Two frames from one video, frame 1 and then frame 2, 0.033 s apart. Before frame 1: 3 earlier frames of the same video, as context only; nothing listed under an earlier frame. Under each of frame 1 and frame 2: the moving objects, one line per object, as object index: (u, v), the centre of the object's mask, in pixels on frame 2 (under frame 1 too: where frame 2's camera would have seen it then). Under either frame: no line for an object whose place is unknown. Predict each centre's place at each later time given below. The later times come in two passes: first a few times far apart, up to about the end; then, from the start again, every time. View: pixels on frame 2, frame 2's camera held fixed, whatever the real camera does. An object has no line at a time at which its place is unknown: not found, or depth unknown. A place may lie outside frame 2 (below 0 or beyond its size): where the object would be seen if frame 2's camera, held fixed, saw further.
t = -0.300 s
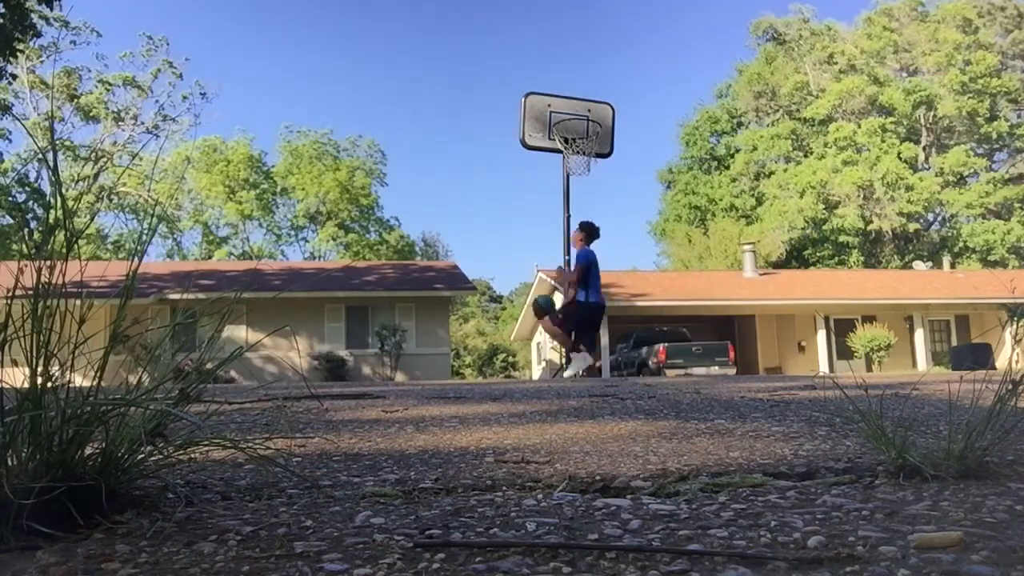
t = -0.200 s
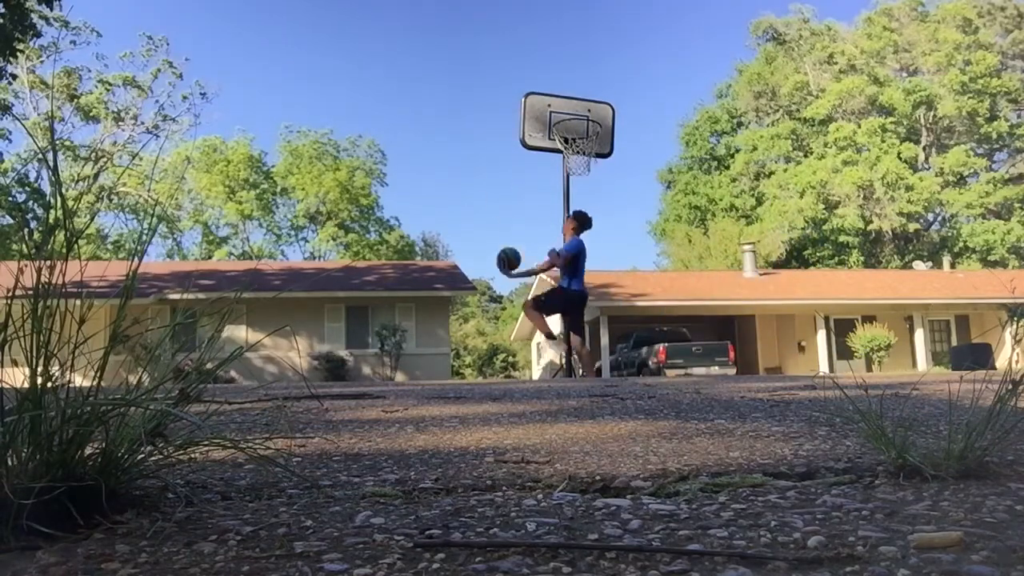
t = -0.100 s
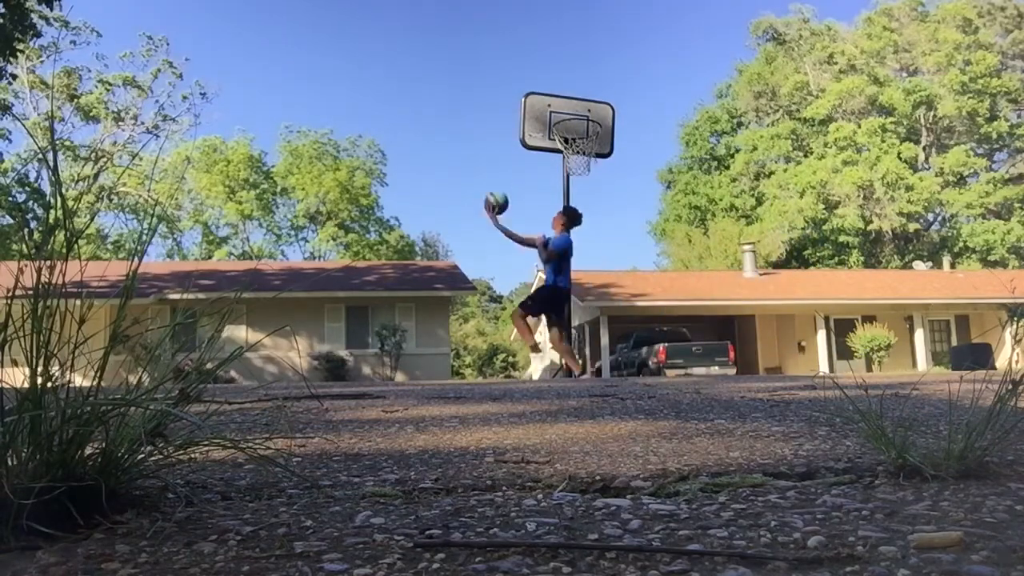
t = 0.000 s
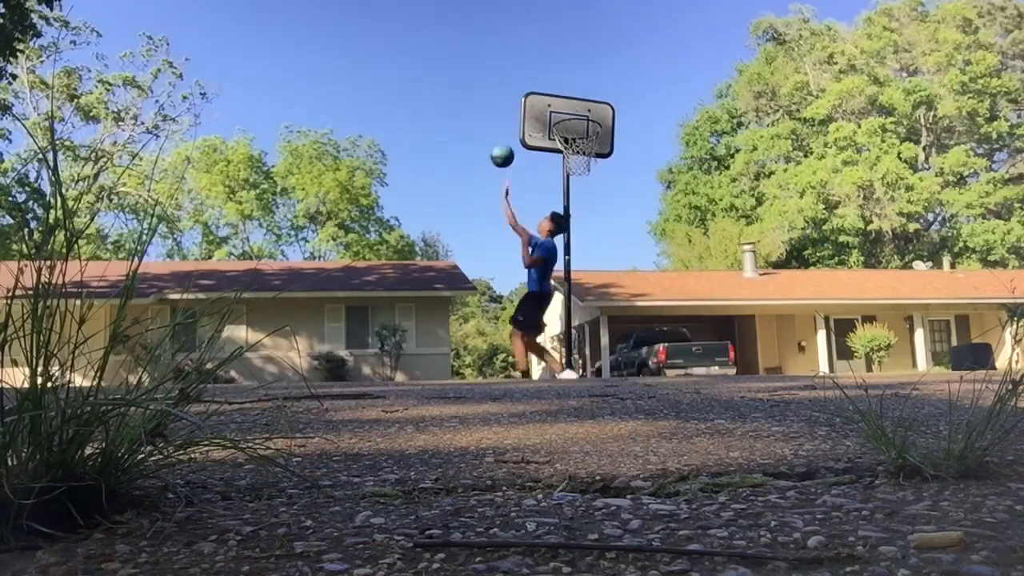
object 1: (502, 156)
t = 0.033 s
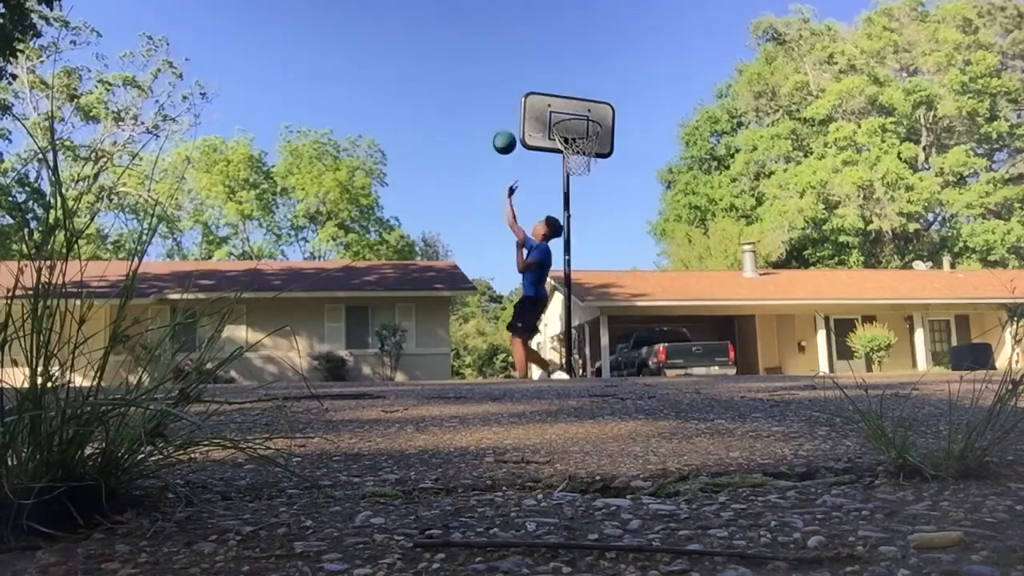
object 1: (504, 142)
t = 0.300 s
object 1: (523, 79)
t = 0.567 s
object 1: (541, 79)
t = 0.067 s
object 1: (506, 130)
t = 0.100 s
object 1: (509, 120)
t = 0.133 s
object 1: (510, 110)
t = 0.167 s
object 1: (513, 101)
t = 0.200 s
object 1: (516, 94)
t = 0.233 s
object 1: (518, 88)
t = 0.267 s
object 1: (521, 83)
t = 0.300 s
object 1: (523, 79)
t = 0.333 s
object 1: (525, 75)
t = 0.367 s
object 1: (527, 73)
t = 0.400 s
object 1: (530, 72)
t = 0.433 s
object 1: (532, 71)
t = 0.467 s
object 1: (534, 72)
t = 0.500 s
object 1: (537, 74)
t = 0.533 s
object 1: (539, 76)
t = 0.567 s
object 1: (541, 79)
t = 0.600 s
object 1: (544, 84)
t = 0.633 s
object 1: (546, 86)
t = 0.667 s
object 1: (547, 88)
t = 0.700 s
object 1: (548, 90)
